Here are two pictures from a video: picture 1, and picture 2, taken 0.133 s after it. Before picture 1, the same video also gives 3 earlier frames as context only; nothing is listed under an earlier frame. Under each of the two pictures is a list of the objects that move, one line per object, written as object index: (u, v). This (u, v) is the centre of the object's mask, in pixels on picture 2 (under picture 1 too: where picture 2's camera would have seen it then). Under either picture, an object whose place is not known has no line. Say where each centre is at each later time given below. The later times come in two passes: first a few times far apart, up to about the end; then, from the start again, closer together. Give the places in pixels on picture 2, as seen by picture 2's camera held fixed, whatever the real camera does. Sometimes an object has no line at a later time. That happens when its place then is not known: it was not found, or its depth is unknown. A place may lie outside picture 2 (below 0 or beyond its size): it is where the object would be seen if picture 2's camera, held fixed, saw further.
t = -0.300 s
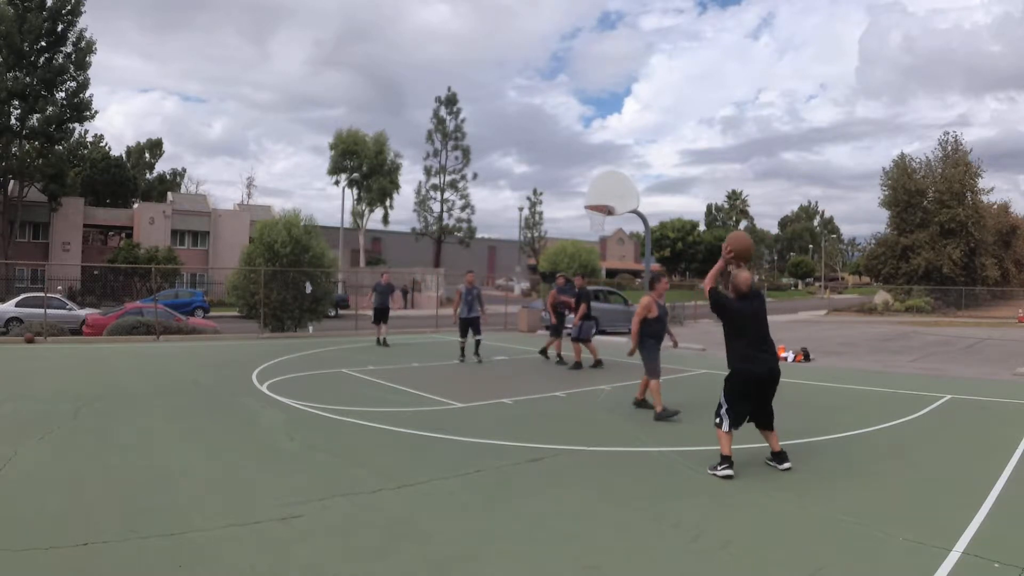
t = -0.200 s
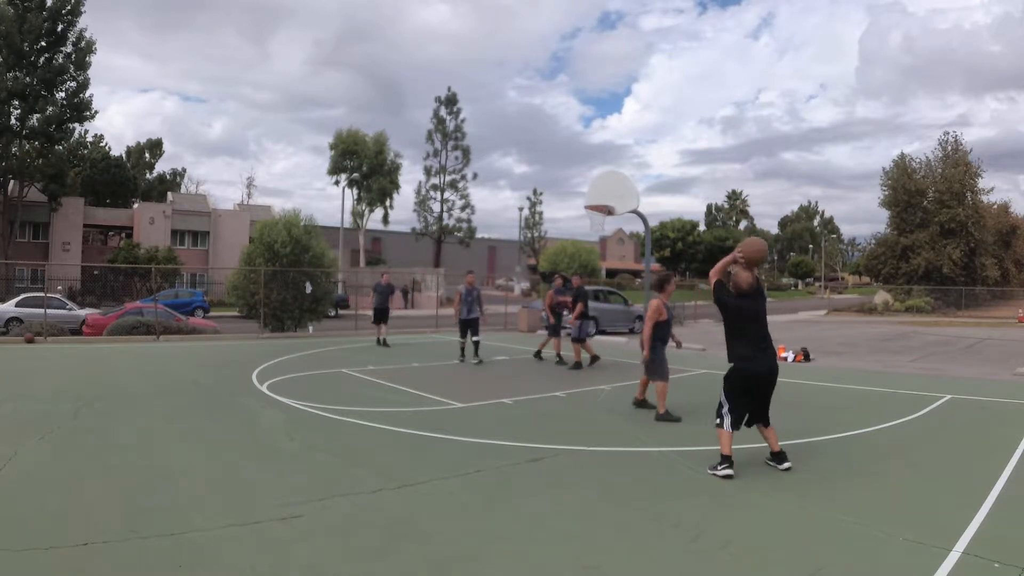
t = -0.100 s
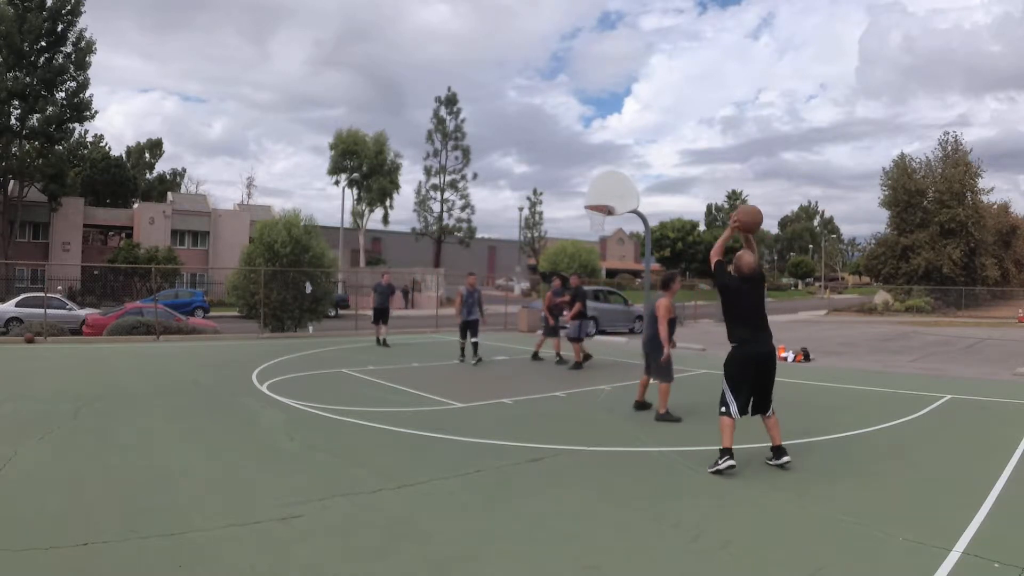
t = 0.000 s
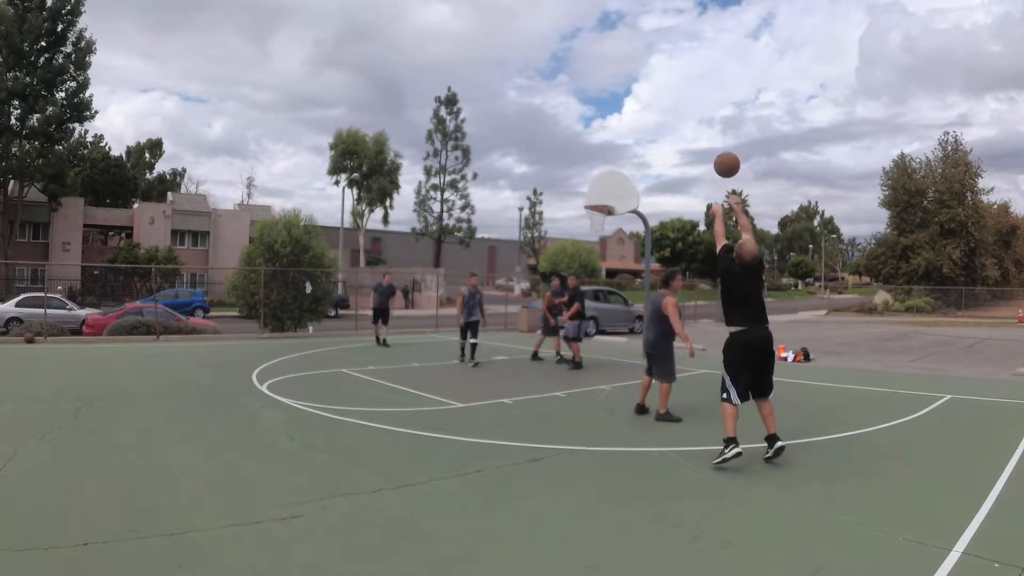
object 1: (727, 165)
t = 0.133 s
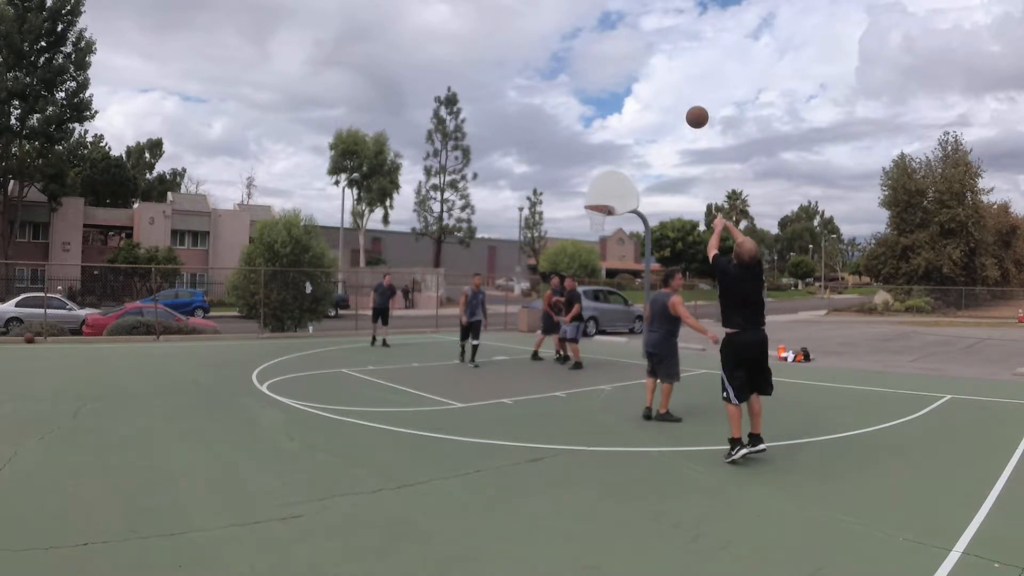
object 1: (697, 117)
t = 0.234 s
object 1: (679, 99)
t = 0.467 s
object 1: (648, 94)
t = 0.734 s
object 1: (624, 128)
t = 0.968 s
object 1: (609, 181)
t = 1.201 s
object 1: (591, 214)
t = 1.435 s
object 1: (606, 219)
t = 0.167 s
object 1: (691, 109)
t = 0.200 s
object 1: (685, 104)
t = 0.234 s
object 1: (679, 99)
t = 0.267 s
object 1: (674, 95)
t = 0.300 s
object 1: (669, 93)
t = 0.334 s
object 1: (664, 91)
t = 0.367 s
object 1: (660, 91)
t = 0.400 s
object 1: (656, 91)
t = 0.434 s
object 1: (652, 92)
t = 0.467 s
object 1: (648, 94)
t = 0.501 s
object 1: (645, 96)
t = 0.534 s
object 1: (641, 99)
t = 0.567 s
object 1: (638, 102)
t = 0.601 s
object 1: (635, 107)
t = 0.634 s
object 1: (632, 111)
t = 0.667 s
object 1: (629, 116)
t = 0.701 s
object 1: (627, 122)
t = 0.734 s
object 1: (624, 128)
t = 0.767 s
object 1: (622, 135)
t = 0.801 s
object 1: (620, 142)
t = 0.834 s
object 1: (617, 149)
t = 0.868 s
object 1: (615, 156)
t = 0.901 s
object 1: (613, 164)
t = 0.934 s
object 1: (611, 172)
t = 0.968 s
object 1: (609, 181)
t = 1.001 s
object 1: (607, 190)
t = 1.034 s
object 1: (604, 199)
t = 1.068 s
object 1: (601, 204)
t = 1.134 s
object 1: (590, 211)
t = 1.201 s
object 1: (591, 214)
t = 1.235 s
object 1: (594, 215)
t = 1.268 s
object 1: (596, 216)
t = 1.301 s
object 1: (599, 216)
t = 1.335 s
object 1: (603, 216)
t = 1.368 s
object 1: (604, 217)
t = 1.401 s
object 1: (606, 217)
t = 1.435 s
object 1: (606, 219)
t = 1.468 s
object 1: (606, 219)
